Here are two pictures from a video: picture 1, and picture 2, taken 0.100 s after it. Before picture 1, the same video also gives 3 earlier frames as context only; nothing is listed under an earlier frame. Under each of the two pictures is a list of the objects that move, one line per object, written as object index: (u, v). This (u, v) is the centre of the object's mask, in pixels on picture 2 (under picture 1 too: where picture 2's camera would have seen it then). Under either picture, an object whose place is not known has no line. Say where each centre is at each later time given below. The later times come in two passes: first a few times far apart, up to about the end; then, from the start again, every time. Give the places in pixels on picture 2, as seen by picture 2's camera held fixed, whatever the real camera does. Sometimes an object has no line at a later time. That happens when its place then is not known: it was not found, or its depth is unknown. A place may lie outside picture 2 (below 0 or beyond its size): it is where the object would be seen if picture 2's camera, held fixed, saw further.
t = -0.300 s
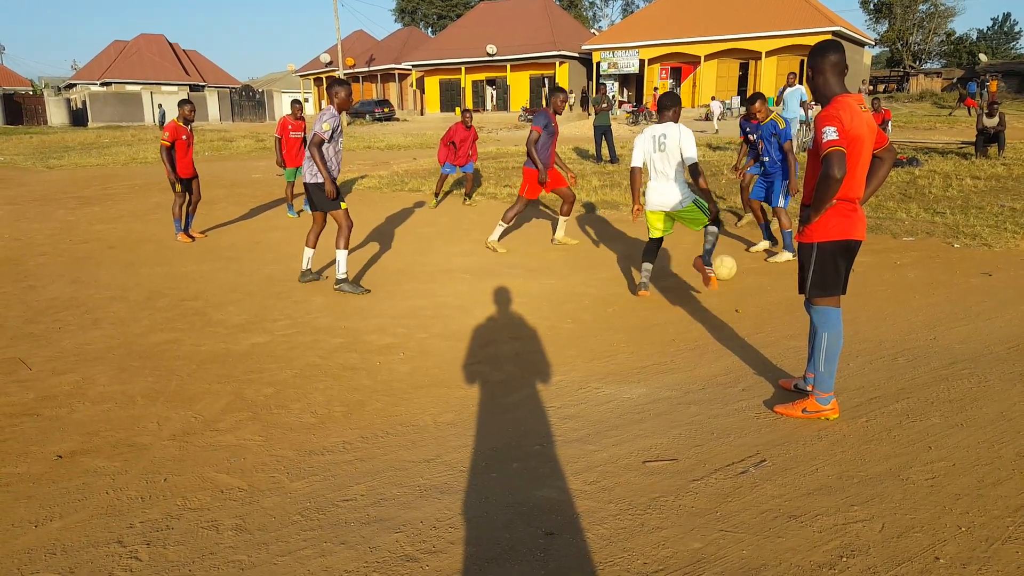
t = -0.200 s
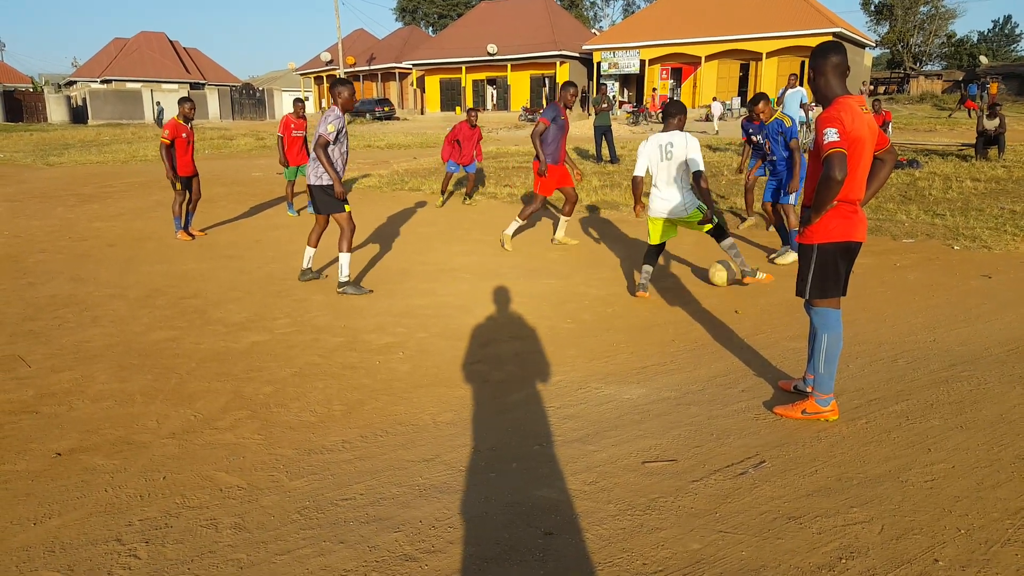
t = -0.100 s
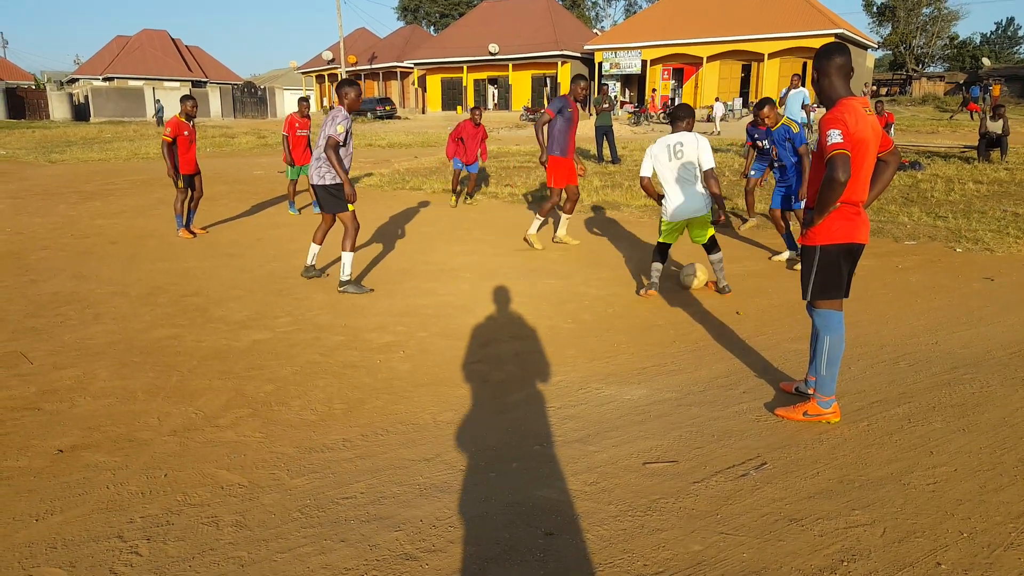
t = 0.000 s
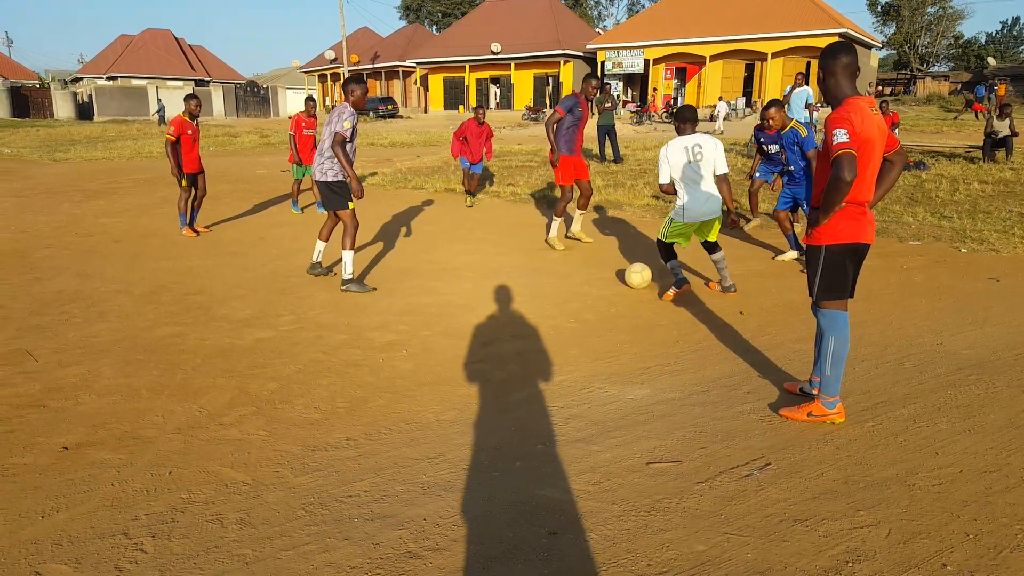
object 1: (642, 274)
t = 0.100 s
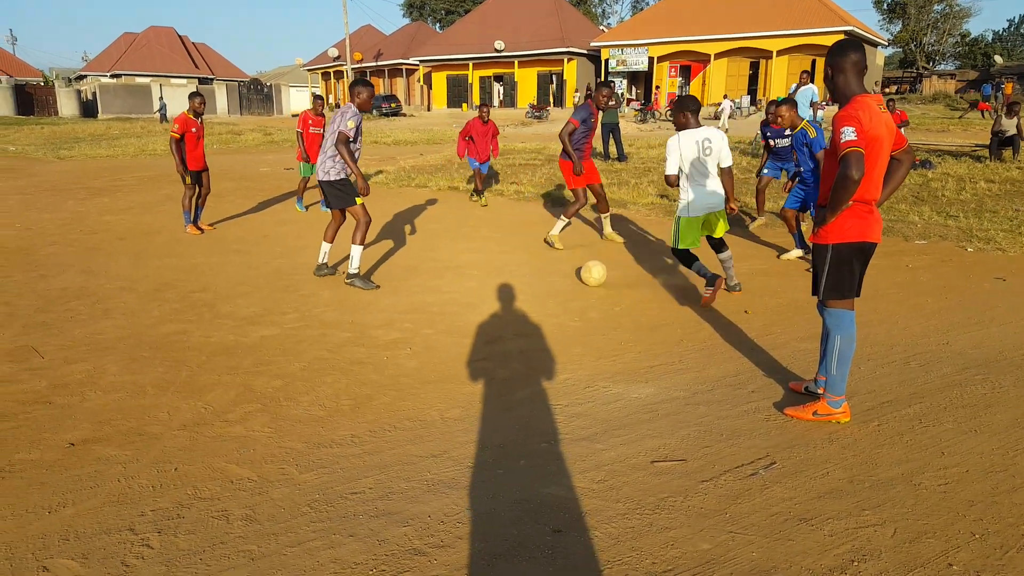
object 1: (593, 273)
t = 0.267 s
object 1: (526, 274)
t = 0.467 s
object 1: (464, 274)
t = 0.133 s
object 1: (578, 273)
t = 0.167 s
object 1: (563, 274)
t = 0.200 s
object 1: (550, 274)
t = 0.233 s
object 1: (538, 274)
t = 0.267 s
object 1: (526, 274)
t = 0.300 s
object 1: (515, 273)
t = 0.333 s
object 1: (504, 274)
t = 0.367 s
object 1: (494, 274)
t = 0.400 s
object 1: (484, 274)
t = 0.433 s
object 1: (473, 274)
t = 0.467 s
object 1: (464, 274)
